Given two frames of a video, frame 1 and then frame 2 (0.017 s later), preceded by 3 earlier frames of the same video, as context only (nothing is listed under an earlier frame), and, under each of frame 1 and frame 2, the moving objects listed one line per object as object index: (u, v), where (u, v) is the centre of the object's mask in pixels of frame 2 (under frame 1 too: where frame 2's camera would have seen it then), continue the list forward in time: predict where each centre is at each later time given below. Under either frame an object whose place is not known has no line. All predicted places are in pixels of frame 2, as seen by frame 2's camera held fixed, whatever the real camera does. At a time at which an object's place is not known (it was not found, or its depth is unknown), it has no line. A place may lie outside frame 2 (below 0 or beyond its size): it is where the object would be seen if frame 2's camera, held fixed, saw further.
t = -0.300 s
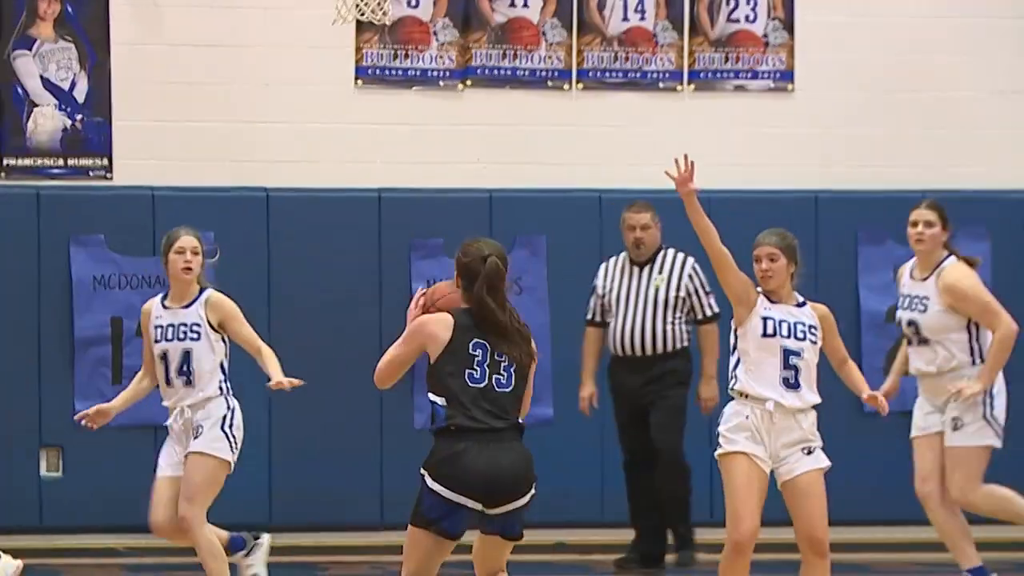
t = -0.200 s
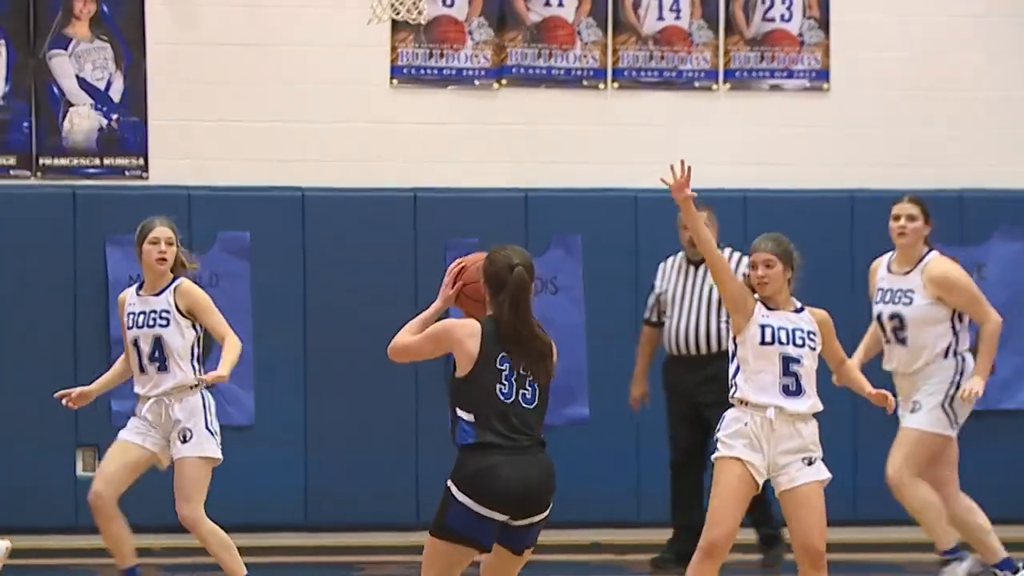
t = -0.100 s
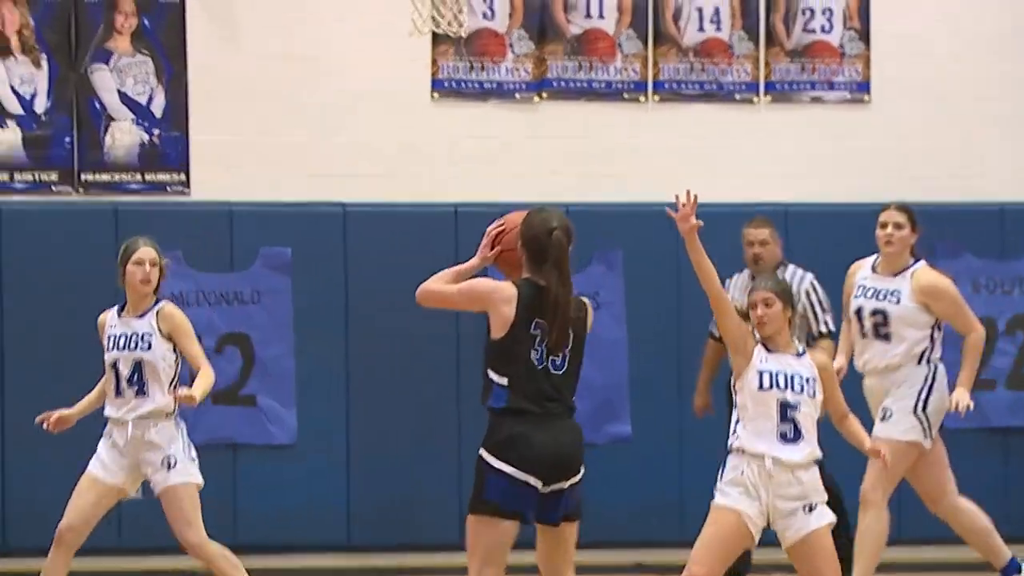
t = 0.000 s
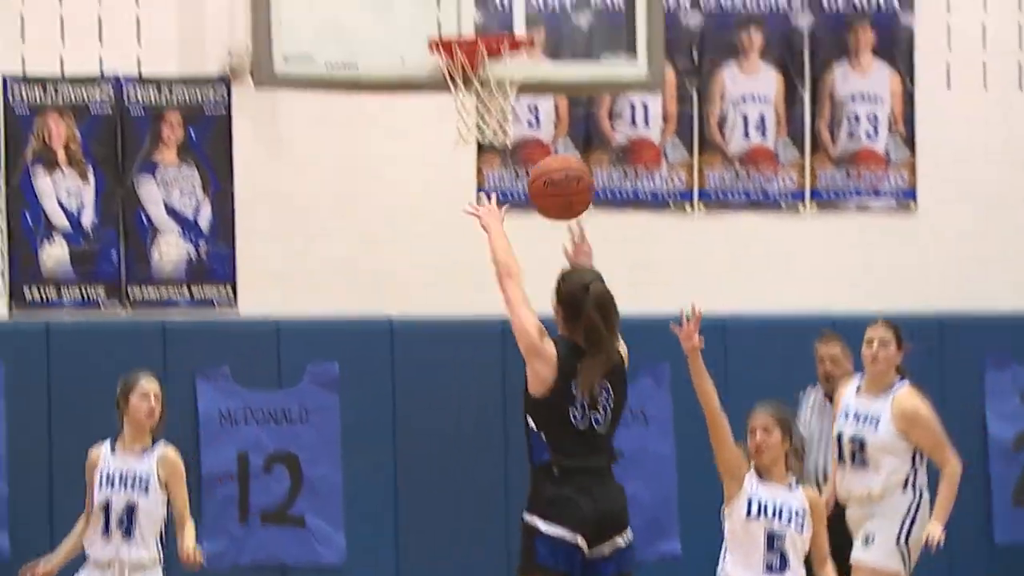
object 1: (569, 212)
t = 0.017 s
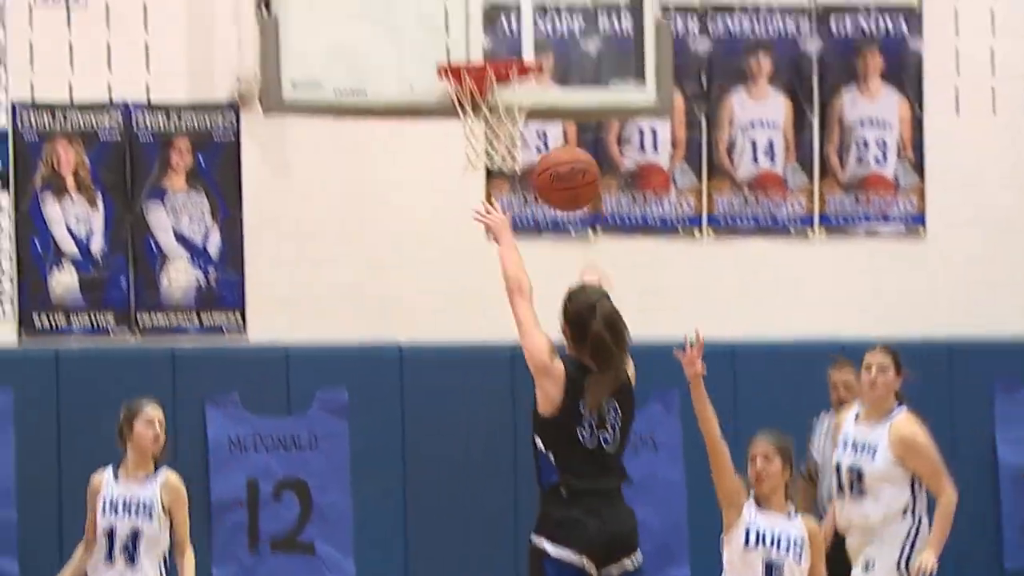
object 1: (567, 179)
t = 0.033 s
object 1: (565, 145)
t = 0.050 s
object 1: (562, 113)
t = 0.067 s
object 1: (559, 81)
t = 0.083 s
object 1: (557, 51)
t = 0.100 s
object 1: (554, 22)
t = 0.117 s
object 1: (552, -7)
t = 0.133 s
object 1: (549, -35)
